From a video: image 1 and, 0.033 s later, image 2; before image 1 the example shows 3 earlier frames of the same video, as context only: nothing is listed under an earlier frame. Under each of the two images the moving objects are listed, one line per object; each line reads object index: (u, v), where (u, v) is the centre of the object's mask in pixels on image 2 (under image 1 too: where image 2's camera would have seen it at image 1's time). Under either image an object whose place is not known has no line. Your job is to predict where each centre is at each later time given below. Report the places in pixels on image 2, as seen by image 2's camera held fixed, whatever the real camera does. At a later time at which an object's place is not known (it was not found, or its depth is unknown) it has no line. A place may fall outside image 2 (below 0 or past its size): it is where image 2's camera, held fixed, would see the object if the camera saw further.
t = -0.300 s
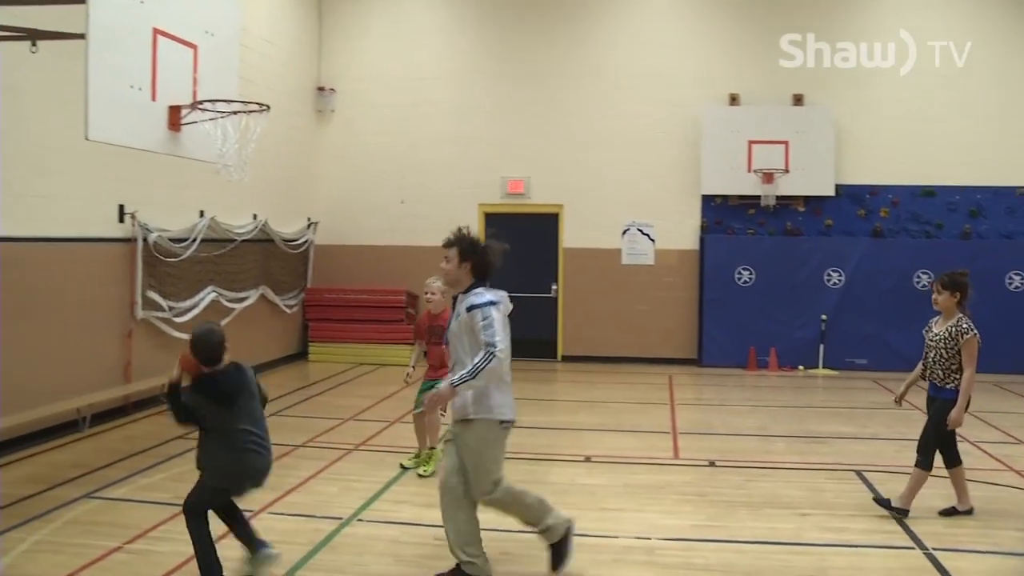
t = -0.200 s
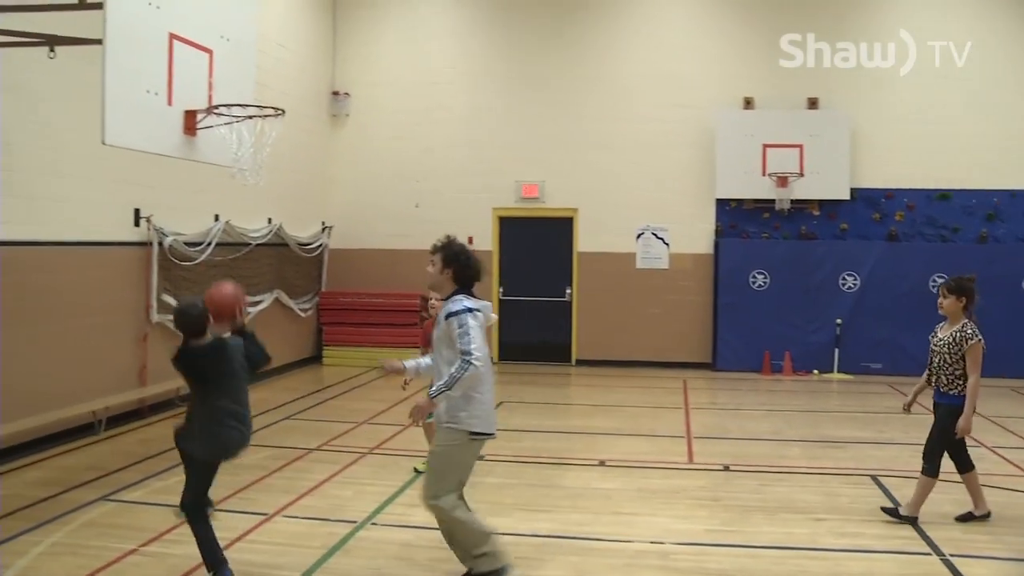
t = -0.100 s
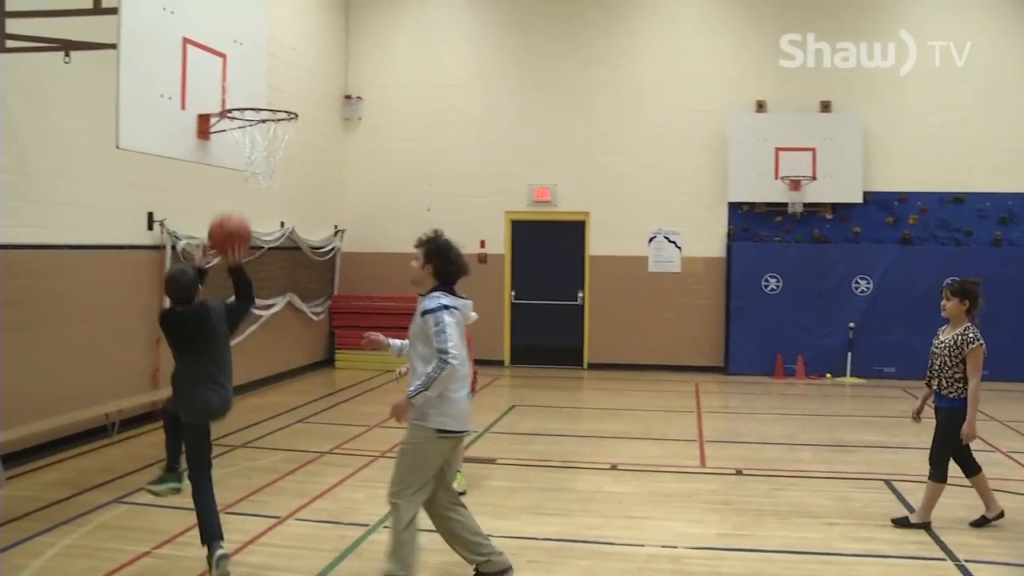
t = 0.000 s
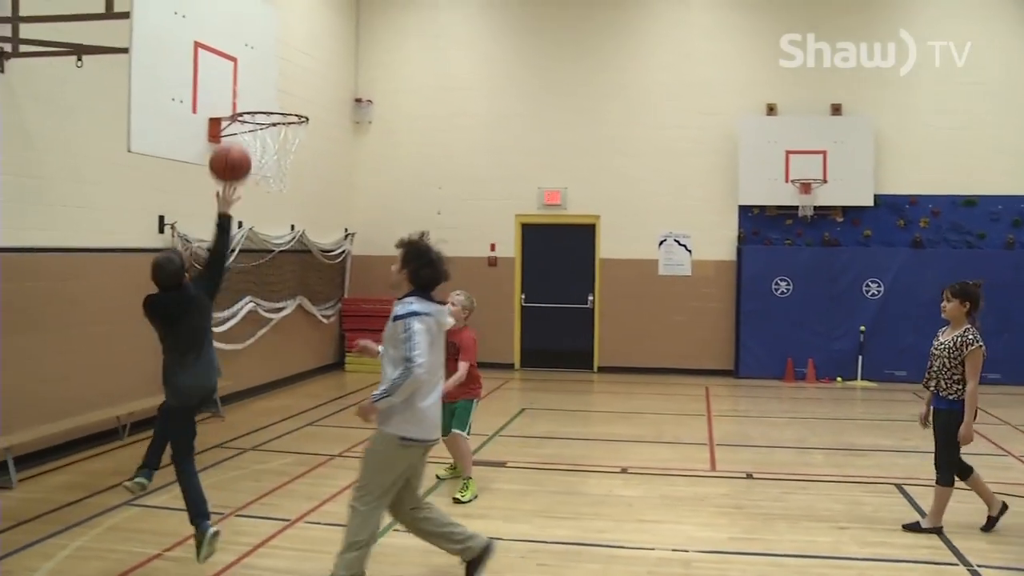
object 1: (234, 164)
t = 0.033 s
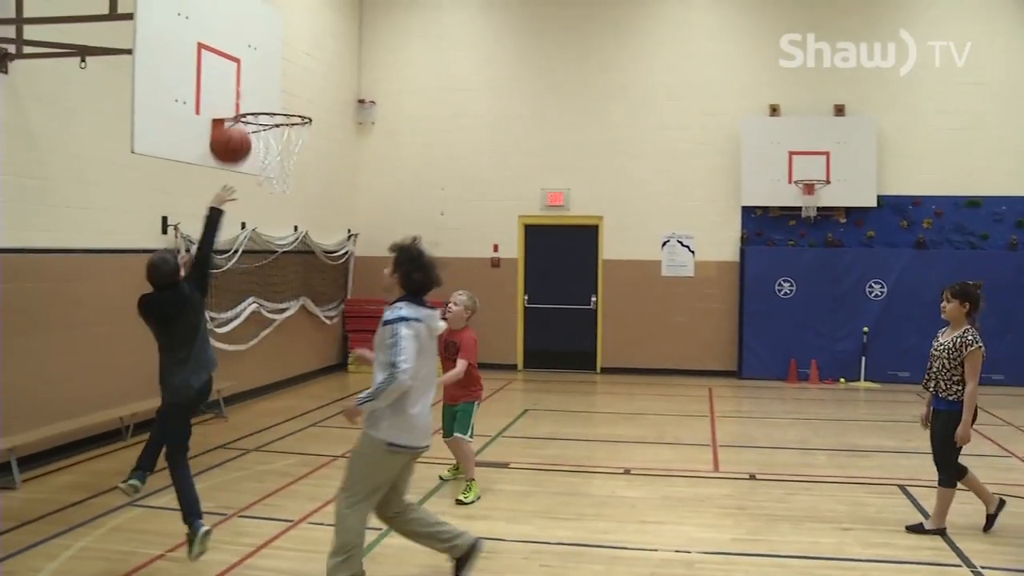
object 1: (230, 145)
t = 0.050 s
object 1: (228, 135)
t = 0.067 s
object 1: (226, 127)
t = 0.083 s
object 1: (225, 119)
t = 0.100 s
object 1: (224, 112)
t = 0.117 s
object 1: (223, 105)
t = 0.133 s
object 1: (221, 99)
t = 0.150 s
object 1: (219, 94)
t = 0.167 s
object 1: (218, 89)
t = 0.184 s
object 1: (217, 85)
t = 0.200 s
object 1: (215, 81)
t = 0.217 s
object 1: (213, 77)
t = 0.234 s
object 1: (212, 75)
